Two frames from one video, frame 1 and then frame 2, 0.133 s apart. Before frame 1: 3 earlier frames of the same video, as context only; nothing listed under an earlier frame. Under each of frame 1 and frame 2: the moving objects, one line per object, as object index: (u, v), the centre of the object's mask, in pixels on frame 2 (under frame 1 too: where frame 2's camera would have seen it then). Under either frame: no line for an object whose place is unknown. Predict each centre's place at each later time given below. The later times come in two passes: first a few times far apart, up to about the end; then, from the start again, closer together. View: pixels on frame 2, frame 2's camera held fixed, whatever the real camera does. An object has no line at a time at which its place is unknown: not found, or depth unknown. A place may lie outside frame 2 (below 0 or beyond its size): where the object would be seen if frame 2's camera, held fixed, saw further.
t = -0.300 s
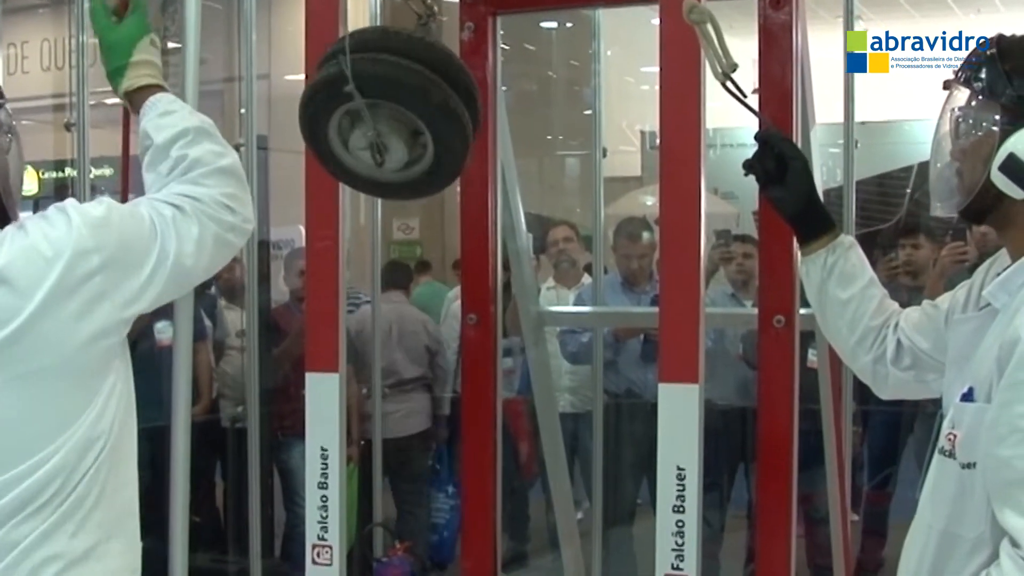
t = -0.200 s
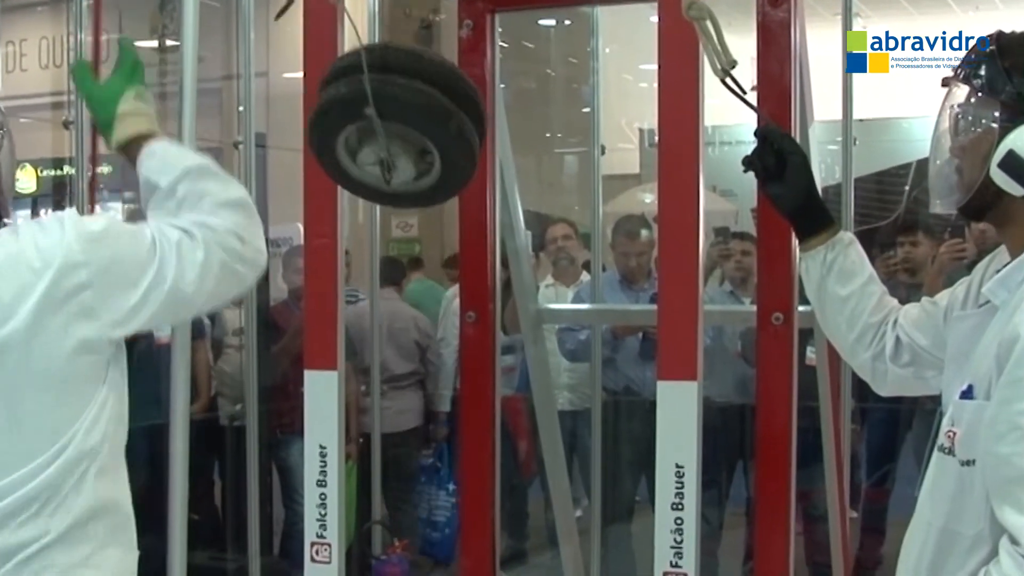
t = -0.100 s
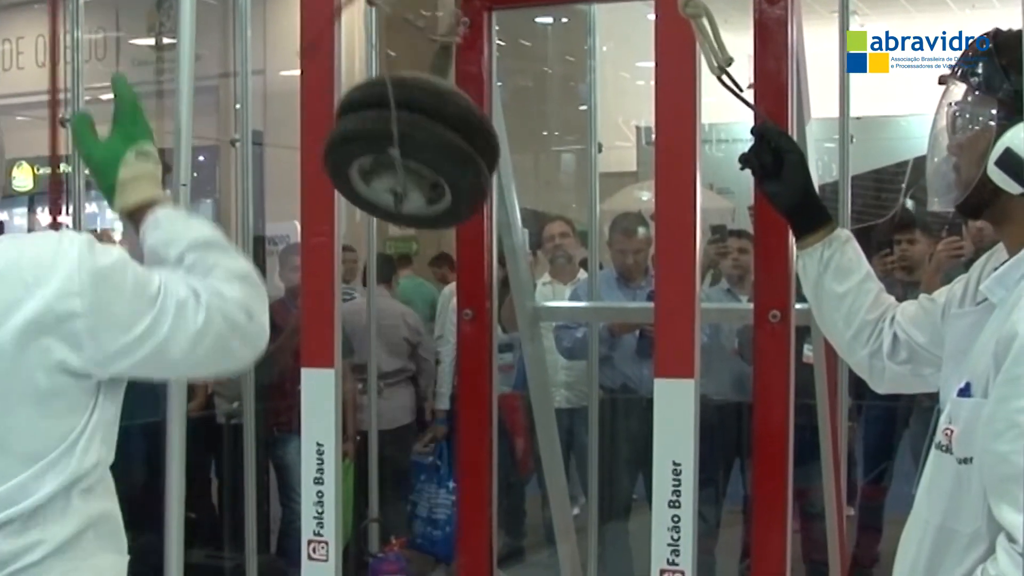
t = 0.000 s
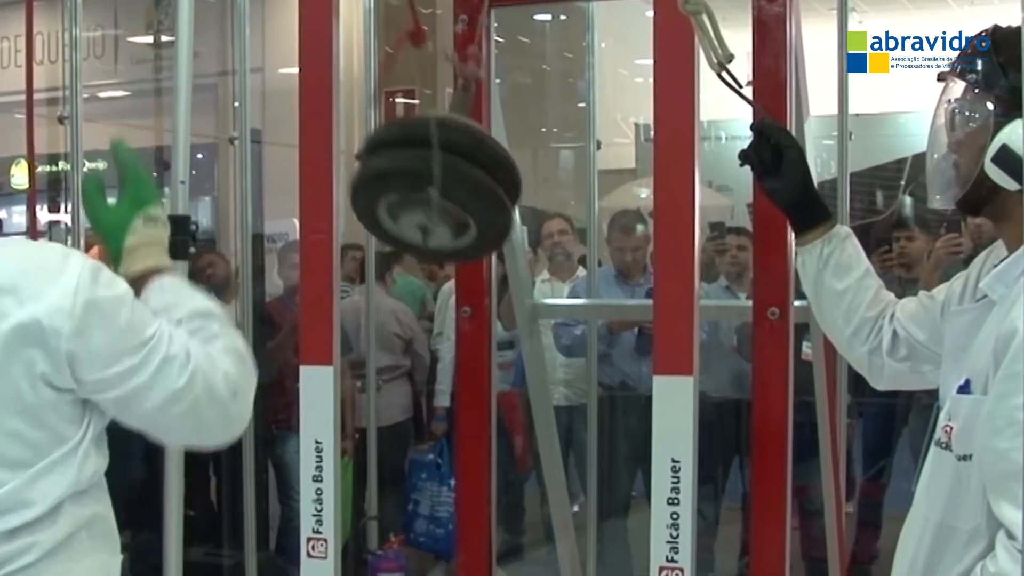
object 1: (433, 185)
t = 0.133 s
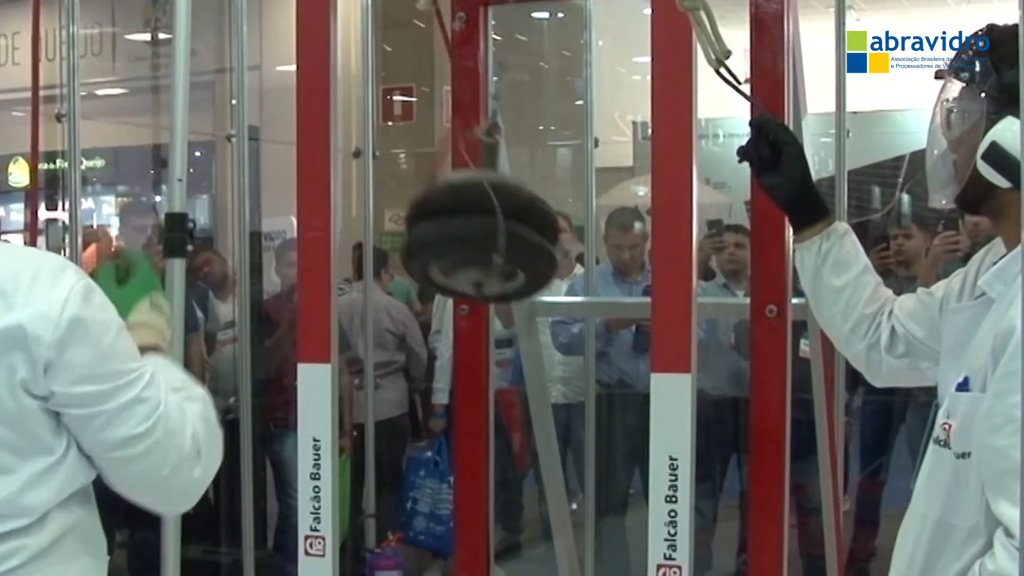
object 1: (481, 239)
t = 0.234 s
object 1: (519, 271)
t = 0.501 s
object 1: (600, 295)
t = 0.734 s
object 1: (590, 302)
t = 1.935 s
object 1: (533, 274)
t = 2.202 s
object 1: (515, 268)
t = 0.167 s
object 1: (493, 252)
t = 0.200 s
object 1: (506, 261)
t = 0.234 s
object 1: (519, 271)
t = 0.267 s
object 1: (532, 280)
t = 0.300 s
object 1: (545, 286)
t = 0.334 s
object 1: (557, 291)
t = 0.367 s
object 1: (567, 296)
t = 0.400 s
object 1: (580, 298)
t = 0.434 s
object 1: (590, 303)
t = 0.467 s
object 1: (597, 300)
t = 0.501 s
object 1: (600, 295)
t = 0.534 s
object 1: (601, 291)
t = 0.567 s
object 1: (601, 287)
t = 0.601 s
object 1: (598, 288)
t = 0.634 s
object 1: (595, 292)
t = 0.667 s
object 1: (594, 298)
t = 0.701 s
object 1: (592, 298)
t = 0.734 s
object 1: (590, 302)
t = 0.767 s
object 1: (589, 298)
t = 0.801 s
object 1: (587, 296)
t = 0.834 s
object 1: (583, 296)
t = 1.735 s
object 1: (543, 285)
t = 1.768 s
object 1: (542, 285)
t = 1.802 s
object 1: (540, 283)
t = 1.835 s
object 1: (538, 280)
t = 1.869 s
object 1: (536, 277)
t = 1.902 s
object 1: (534, 275)
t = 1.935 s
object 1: (533, 274)
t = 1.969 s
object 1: (531, 273)
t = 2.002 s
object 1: (529, 274)
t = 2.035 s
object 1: (527, 275)
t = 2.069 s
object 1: (524, 276)
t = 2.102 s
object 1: (523, 276)
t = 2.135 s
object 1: (521, 274)
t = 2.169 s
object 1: (519, 271)
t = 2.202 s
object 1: (515, 268)
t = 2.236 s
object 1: (512, 265)
